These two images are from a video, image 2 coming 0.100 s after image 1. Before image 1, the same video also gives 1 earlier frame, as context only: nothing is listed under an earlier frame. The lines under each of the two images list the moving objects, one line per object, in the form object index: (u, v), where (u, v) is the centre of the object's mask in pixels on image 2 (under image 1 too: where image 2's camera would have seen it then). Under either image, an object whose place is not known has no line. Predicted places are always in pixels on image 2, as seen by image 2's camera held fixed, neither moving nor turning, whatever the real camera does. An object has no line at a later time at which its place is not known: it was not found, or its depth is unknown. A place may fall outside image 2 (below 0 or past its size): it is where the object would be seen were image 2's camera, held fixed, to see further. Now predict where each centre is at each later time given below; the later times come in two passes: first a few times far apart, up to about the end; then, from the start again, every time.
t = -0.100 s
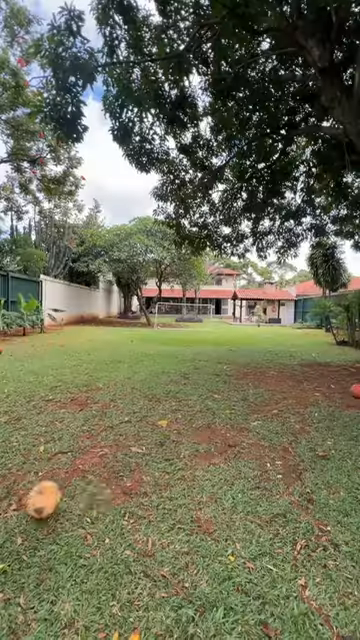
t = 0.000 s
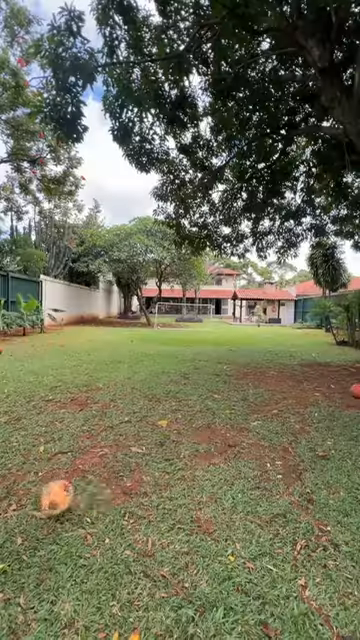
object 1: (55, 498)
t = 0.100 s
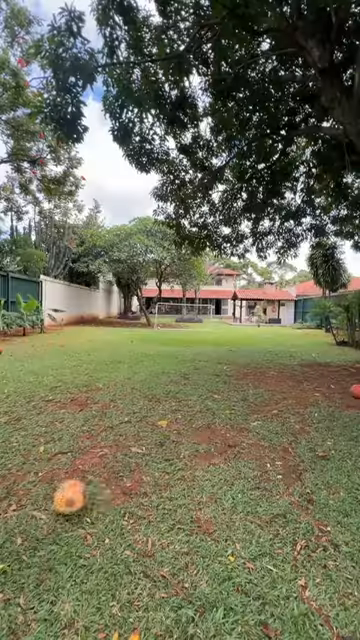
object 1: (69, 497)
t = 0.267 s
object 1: (91, 495)
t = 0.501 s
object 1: (121, 492)
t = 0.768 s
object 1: (151, 486)
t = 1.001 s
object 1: (173, 481)
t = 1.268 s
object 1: (193, 476)
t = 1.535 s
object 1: (209, 470)
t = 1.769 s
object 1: (221, 466)
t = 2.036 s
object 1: (231, 462)
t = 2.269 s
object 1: (236, 459)
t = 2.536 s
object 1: (240, 456)
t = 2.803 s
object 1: (242, 454)
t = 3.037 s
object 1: (245, 453)
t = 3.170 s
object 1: (246, 453)
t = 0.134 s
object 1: (74, 497)
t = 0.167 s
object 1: (79, 495)
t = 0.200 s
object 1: (83, 495)
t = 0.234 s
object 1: (87, 495)
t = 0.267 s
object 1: (91, 495)
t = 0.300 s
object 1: (95, 495)
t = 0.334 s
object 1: (100, 495)
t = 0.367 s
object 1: (105, 494)
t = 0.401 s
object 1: (109, 494)
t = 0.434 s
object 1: (113, 493)
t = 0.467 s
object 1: (117, 493)
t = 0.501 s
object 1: (121, 492)
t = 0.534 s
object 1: (126, 491)
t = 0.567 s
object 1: (129, 490)
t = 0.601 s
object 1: (132, 489)
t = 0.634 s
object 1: (137, 489)
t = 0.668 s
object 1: (140, 488)
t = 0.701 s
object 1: (144, 487)
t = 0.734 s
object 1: (148, 486)
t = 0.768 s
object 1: (151, 486)
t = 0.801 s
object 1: (154, 485)
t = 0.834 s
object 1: (157, 485)
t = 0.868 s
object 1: (160, 484)
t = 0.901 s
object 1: (164, 483)
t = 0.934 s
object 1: (167, 483)
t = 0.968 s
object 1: (170, 482)
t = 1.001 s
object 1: (173, 481)
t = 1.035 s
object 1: (175, 480)
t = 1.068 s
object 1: (178, 480)
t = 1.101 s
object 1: (180, 480)
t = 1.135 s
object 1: (183, 479)
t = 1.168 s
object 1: (186, 479)
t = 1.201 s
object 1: (189, 478)
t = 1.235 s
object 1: (191, 477)
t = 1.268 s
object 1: (193, 476)
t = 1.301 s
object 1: (195, 475)
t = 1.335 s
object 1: (198, 474)
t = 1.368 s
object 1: (199, 473)
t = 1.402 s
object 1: (201, 473)
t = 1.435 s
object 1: (203, 472)
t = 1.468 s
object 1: (205, 472)
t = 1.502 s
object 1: (207, 471)
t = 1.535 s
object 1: (209, 470)
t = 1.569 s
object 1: (211, 470)
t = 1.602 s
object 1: (213, 469)
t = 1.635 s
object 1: (215, 469)
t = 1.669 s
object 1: (216, 468)
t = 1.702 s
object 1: (218, 467)
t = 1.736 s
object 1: (219, 467)
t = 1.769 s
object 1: (221, 466)
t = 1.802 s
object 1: (222, 465)
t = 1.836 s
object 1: (223, 465)
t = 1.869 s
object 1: (225, 464)
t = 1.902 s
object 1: (226, 464)
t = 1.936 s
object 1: (227, 463)
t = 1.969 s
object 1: (228, 463)
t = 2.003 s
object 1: (230, 462)
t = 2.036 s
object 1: (231, 462)
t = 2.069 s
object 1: (232, 461)
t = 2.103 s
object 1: (233, 461)
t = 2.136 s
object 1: (234, 460)
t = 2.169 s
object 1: (235, 460)
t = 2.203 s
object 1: (235, 459)
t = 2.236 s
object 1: (236, 459)
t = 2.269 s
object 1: (236, 459)
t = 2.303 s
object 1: (237, 458)
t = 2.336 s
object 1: (238, 458)
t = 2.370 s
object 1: (238, 458)
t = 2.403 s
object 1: (239, 457)
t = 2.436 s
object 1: (239, 457)
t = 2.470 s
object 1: (239, 457)
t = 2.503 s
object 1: (240, 456)
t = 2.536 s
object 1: (240, 456)
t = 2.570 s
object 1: (240, 456)
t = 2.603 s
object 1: (240, 456)
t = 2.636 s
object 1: (241, 455)
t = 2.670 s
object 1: (241, 455)
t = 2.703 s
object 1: (241, 455)
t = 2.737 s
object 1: (241, 455)
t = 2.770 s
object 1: (242, 454)
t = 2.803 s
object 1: (242, 454)
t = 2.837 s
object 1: (243, 454)
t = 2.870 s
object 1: (243, 454)
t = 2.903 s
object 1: (243, 454)
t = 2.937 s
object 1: (243, 454)
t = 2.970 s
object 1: (244, 453)
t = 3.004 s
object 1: (245, 453)
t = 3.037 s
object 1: (245, 453)
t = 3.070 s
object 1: (246, 453)
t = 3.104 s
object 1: (246, 453)
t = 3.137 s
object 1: (246, 453)
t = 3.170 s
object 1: (246, 453)
